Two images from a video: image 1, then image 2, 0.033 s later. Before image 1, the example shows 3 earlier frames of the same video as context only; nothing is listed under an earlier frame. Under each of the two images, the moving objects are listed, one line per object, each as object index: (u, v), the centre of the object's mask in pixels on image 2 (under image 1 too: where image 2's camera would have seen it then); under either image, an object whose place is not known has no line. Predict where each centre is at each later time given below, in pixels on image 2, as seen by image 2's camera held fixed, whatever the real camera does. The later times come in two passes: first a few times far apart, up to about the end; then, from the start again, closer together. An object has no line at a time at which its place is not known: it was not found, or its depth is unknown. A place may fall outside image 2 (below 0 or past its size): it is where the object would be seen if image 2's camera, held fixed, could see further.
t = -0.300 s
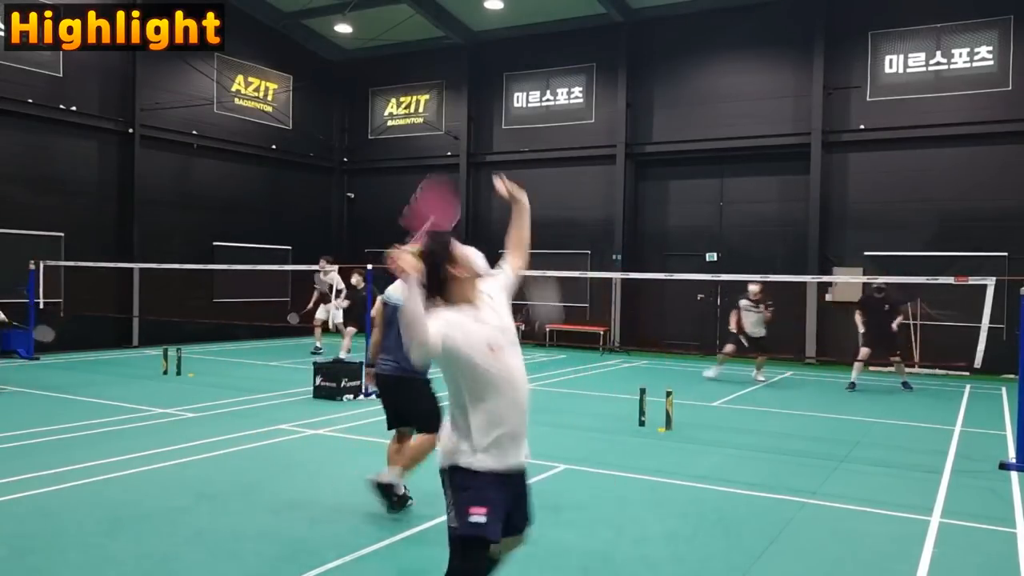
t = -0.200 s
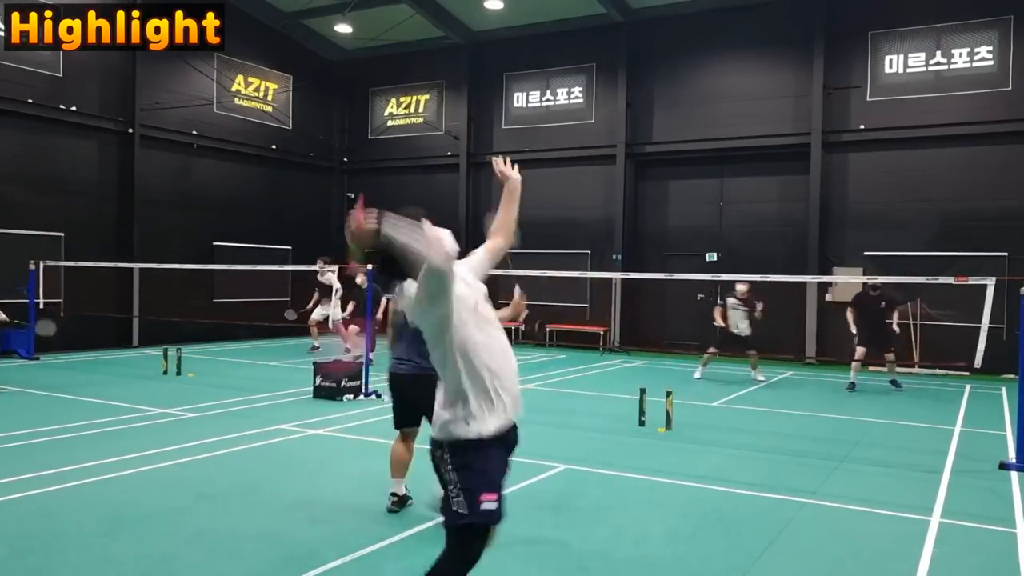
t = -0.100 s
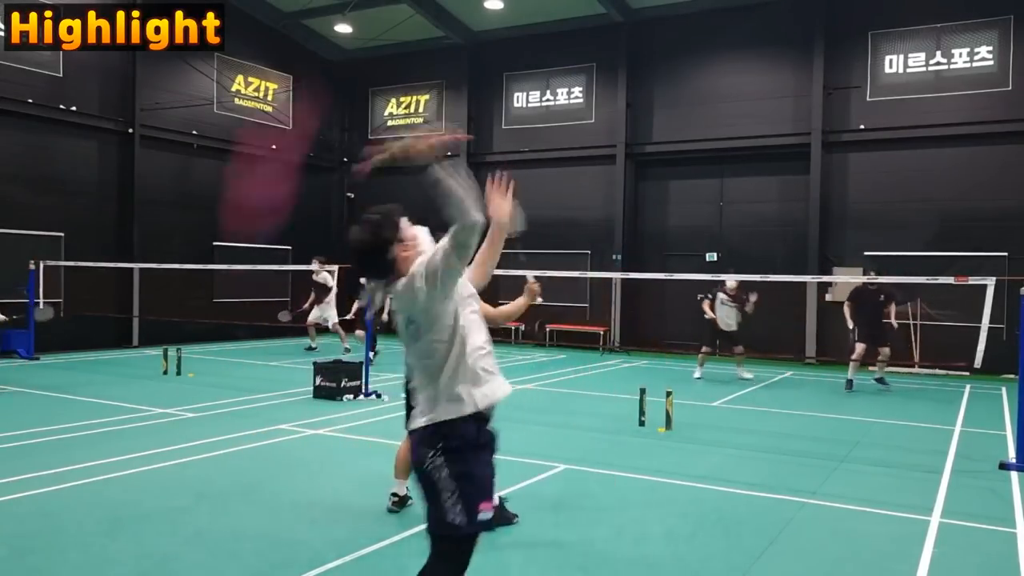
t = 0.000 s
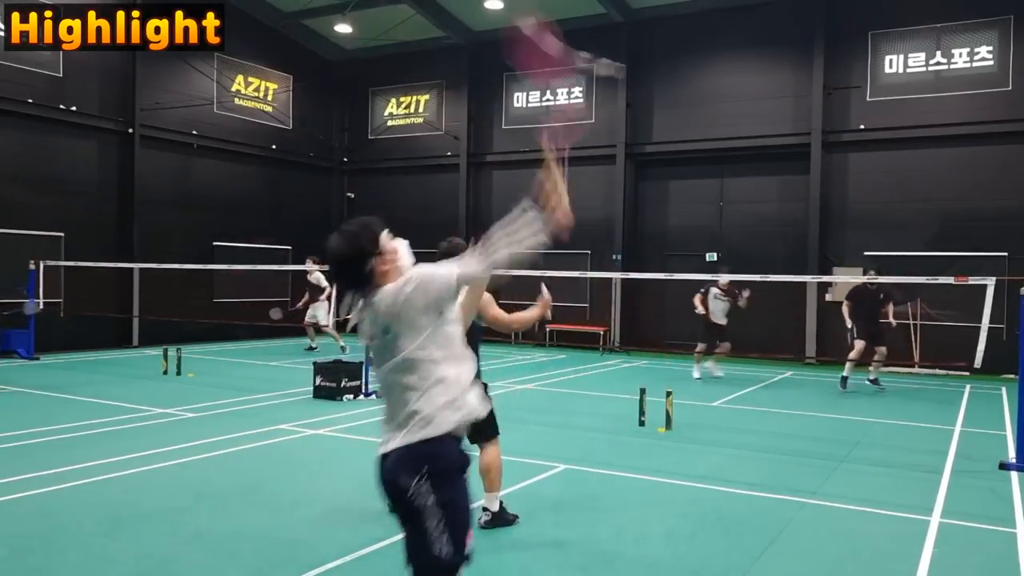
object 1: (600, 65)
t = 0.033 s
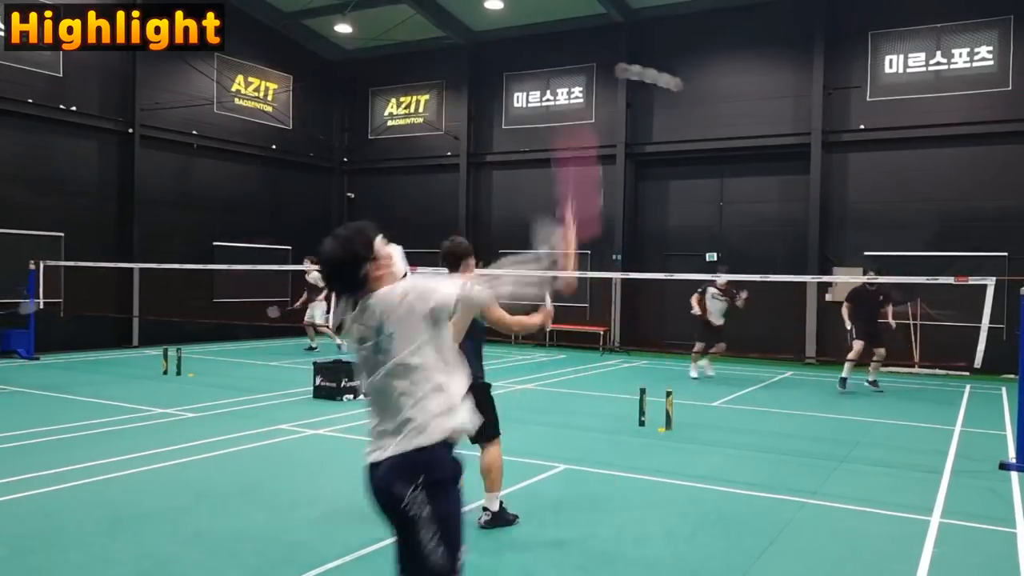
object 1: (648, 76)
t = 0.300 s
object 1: (830, 178)
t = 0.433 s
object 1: (858, 218)
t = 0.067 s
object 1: (697, 93)
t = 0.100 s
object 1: (733, 109)
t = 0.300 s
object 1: (830, 178)
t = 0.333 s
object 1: (838, 188)
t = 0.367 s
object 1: (845, 197)
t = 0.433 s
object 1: (858, 218)
